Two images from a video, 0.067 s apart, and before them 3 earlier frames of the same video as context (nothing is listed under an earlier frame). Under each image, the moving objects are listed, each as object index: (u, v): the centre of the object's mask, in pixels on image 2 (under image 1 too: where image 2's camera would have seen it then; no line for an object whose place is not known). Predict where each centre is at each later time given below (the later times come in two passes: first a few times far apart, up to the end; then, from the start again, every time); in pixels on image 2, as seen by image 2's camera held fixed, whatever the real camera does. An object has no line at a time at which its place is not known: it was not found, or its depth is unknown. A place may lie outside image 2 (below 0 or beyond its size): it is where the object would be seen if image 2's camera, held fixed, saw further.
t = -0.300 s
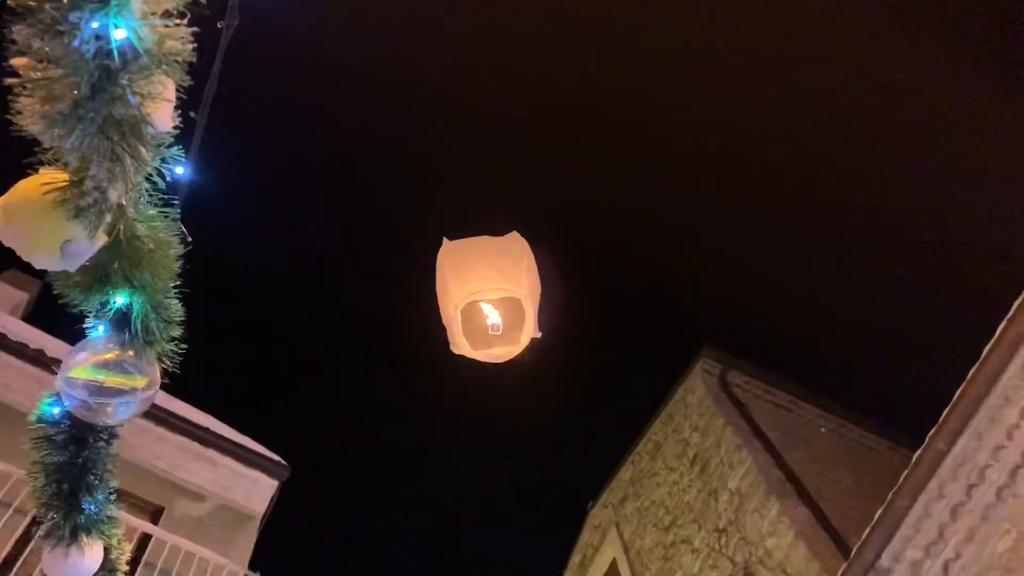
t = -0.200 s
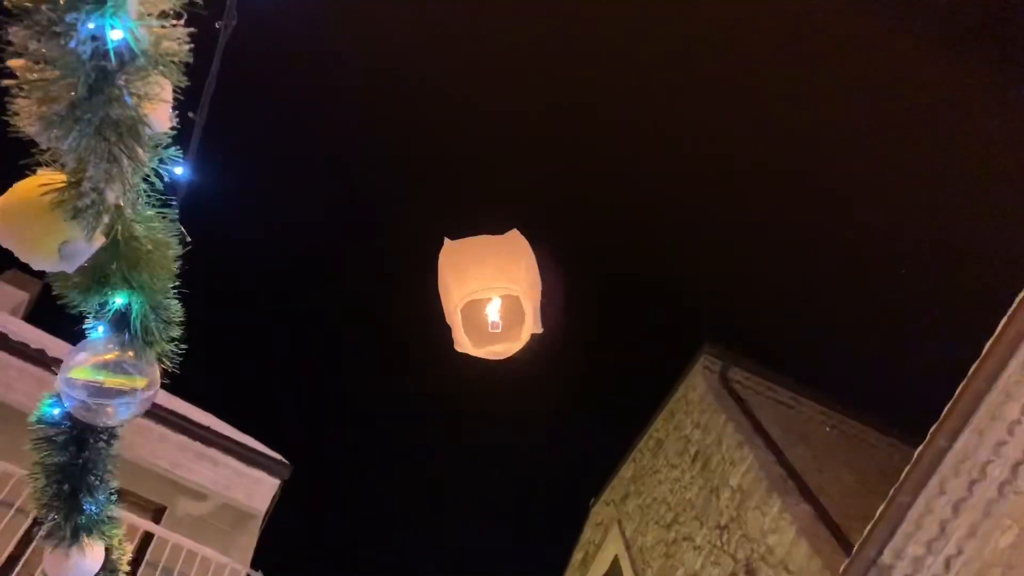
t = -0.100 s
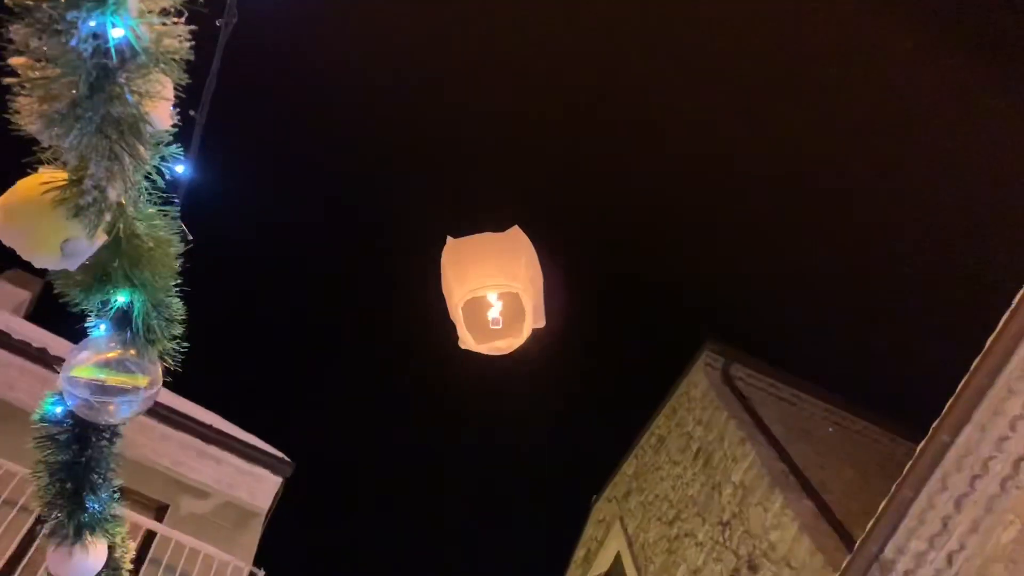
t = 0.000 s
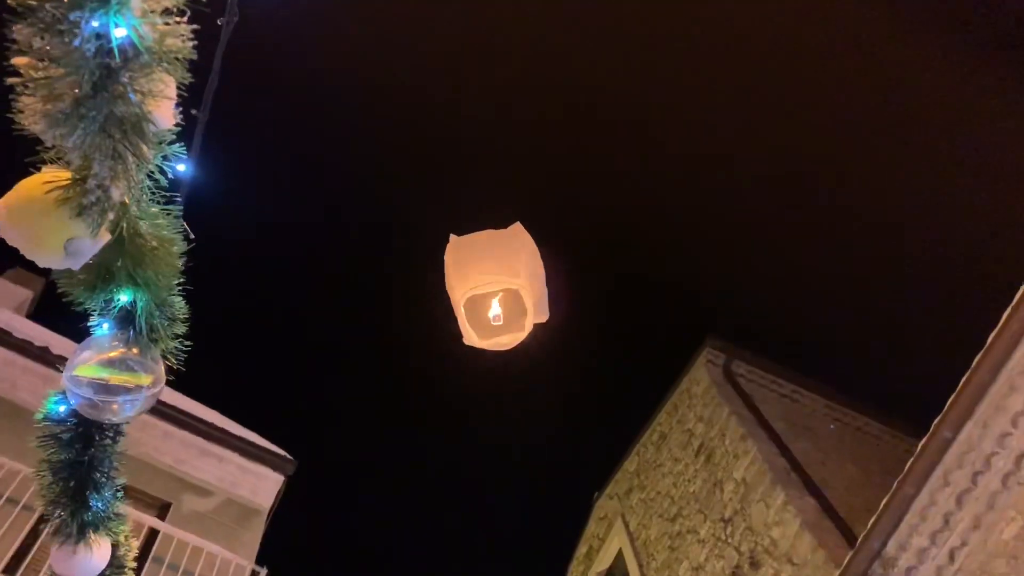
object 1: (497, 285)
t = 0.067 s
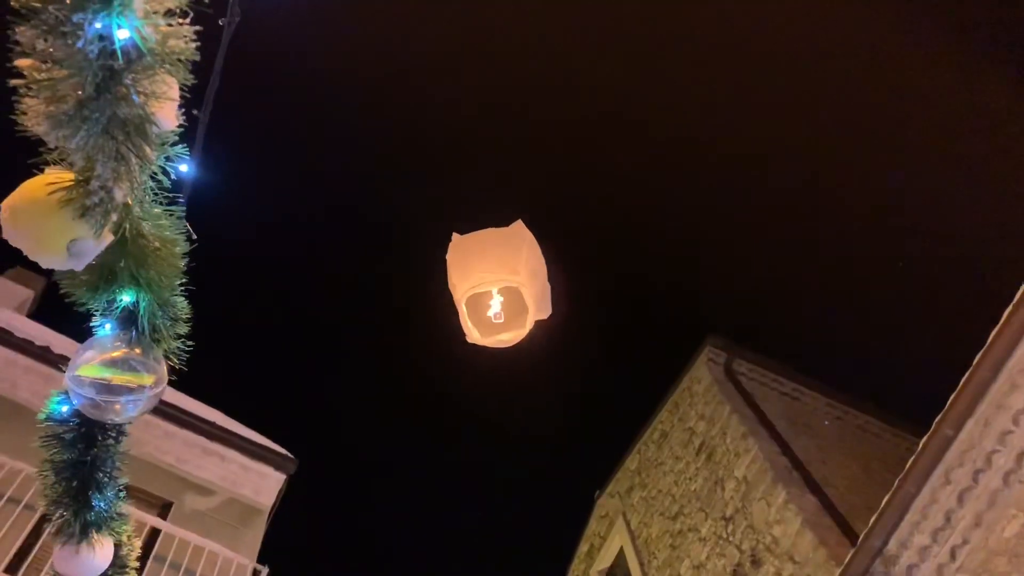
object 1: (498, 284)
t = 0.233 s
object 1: (501, 280)
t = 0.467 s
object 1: (506, 272)
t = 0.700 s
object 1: (513, 260)
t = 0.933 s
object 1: (521, 246)
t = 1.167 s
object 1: (530, 229)
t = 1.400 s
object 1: (538, 210)
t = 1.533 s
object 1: (543, 198)
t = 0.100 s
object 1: (499, 283)
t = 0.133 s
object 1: (499, 283)
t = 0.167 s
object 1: (500, 282)
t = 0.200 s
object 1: (500, 281)
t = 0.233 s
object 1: (501, 280)
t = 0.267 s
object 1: (502, 279)
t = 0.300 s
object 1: (502, 278)
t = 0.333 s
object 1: (503, 277)
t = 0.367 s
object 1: (504, 275)
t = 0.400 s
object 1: (505, 274)
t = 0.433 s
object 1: (505, 273)
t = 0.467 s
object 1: (506, 272)
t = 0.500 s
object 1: (507, 270)
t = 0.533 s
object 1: (508, 269)
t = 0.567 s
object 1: (509, 267)
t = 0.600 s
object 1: (510, 266)
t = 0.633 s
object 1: (511, 264)
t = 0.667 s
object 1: (512, 262)
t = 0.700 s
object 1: (513, 260)
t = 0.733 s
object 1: (514, 259)
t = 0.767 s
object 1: (516, 257)
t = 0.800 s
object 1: (517, 255)
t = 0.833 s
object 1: (518, 253)
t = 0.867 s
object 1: (519, 251)
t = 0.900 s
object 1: (520, 248)
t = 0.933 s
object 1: (521, 246)
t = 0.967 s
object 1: (523, 244)
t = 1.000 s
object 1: (524, 242)
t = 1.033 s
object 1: (525, 239)
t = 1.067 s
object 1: (526, 237)
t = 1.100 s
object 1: (528, 234)
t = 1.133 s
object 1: (529, 232)
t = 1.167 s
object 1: (530, 229)
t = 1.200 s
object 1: (531, 227)
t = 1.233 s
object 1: (532, 224)
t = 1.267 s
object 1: (534, 221)
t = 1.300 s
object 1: (535, 219)
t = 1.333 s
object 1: (536, 216)
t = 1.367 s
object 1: (537, 213)
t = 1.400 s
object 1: (538, 210)
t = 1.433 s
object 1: (539, 207)
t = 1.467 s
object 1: (540, 204)
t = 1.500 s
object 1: (541, 201)
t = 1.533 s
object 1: (543, 198)
